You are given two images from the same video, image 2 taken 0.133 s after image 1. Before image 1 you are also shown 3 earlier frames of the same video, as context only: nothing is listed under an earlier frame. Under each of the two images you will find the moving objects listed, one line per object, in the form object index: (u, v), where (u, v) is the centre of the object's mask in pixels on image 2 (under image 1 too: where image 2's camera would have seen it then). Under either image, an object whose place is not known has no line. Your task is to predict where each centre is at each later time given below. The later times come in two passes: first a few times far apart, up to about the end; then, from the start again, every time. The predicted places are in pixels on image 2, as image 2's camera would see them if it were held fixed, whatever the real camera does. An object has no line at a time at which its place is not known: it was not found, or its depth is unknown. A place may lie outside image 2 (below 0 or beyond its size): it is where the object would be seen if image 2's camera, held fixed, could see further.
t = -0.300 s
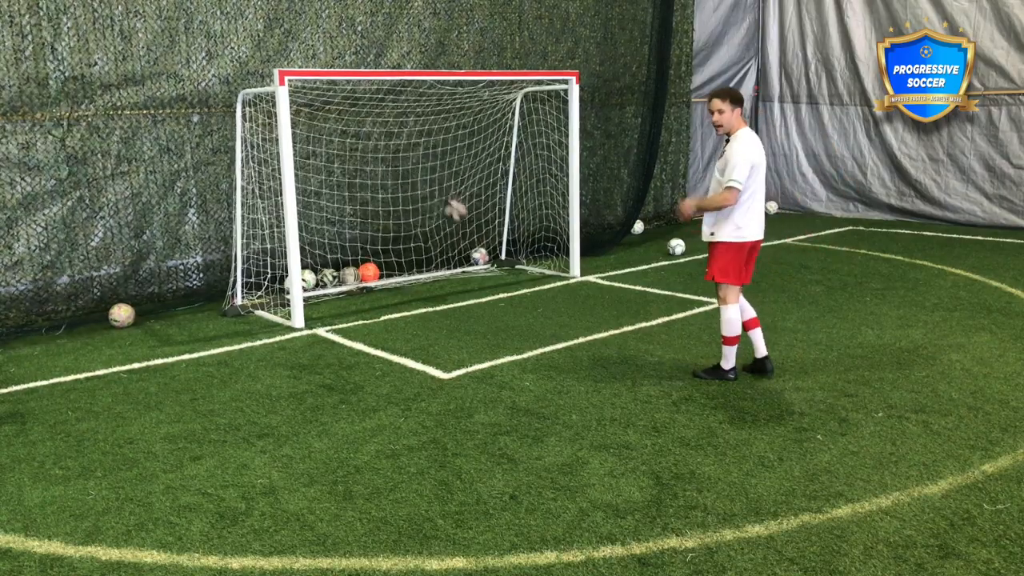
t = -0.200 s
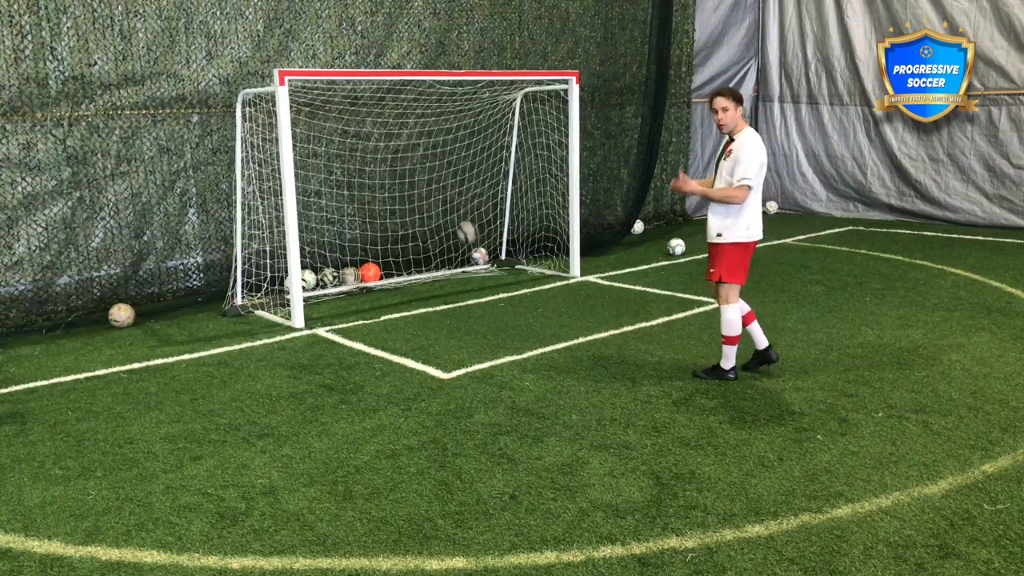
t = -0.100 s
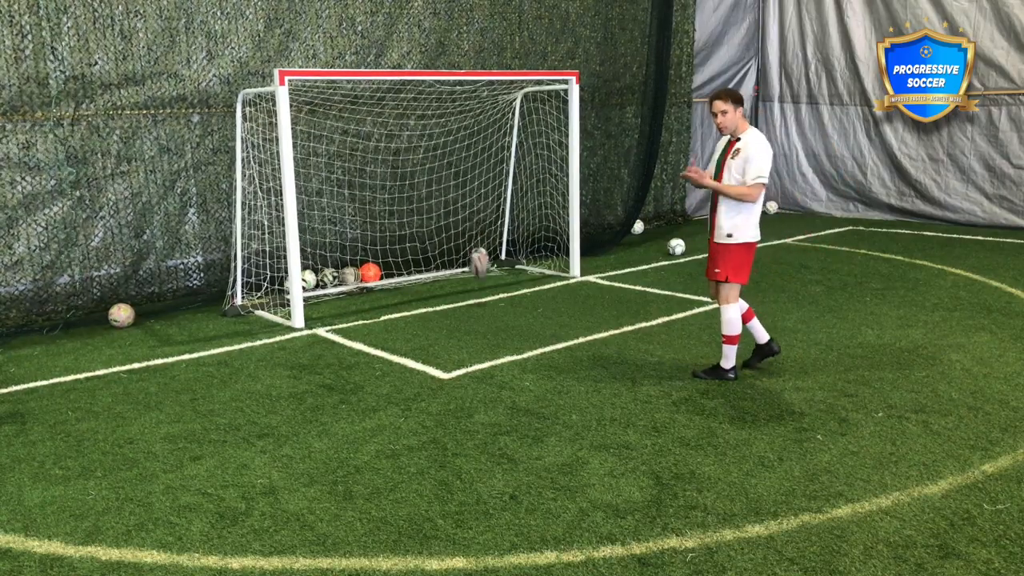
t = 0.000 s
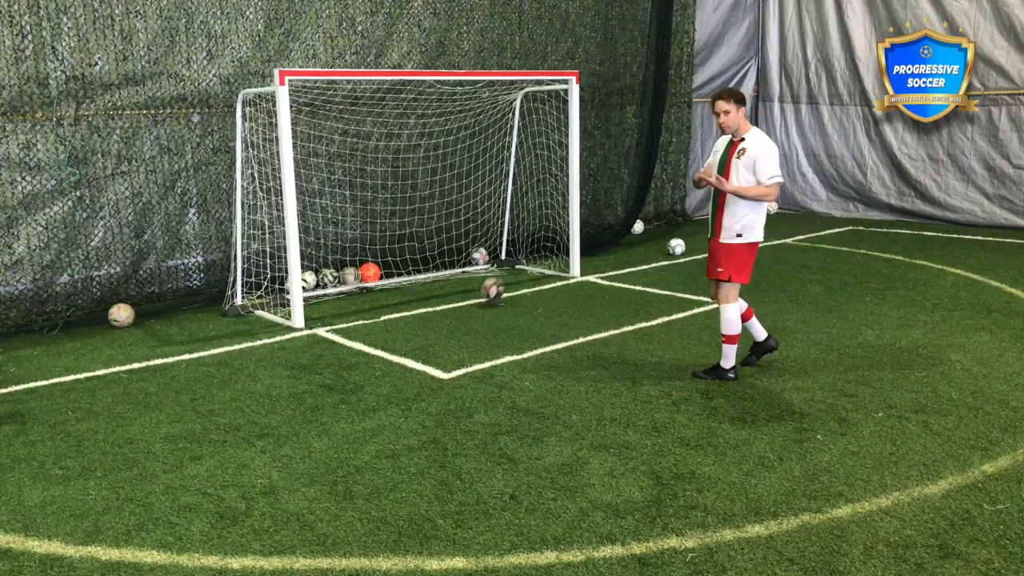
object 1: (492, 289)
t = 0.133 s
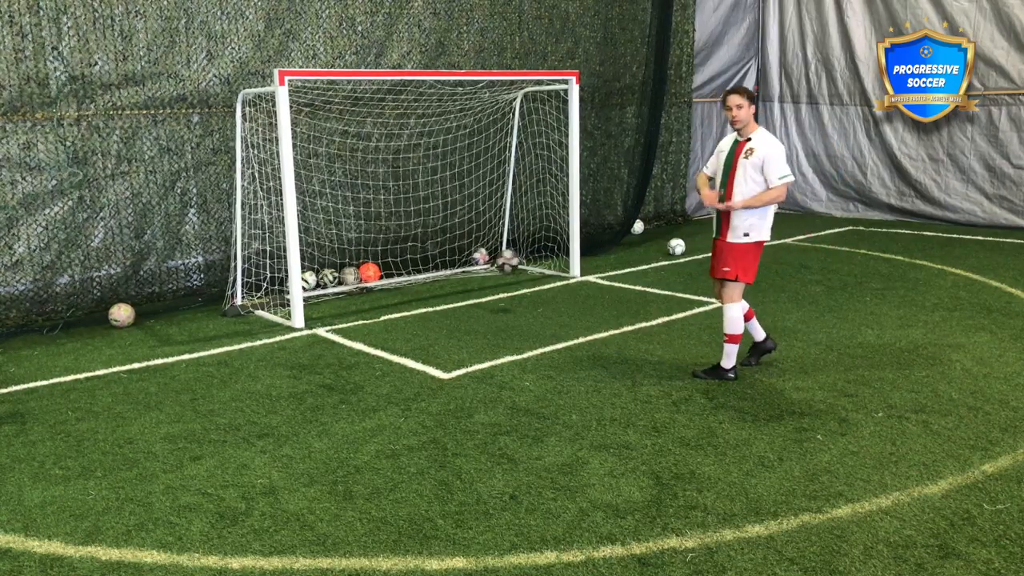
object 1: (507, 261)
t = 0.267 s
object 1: (525, 252)
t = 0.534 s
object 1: (562, 294)
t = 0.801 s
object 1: (600, 284)
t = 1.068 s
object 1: (642, 313)
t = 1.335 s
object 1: (690, 324)
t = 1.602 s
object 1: (740, 330)
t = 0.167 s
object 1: (512, 257)
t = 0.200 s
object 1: (516, 254)
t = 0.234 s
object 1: (520, 252)
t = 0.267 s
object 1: (525, 252)
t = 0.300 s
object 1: (529, 252)
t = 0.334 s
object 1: (533, 255)
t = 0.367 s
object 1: (538, 258)
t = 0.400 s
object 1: (542, 262)
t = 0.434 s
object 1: (546, 268)
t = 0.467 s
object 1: (551, 275)
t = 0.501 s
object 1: (557, 284)
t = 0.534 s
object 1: (562, 294)
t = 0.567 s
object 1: (567, 306)
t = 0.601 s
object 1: (572, 306)
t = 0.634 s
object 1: (576, 298)
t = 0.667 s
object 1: (580, 293)
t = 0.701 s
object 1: (586, 289)
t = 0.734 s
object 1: (590, 285)
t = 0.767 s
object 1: (594, 284)
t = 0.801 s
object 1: (600, 284)
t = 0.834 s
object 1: (604, 284)
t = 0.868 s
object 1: (610, 287)
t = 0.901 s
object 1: (615, 290)
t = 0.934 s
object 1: (621, 295)
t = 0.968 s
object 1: (627, 302)
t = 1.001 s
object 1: (631, 309)
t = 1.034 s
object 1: (636, 317)
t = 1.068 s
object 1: (642, 313)
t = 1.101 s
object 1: (648, 309)
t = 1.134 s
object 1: (653, 307)
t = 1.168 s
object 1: (660, 306)
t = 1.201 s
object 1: (665, 307)
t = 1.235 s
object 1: (670, 309)
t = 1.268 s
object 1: (677, 312)
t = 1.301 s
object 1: (684, 317)
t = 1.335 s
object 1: (690, 324)
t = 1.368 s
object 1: (696, 323)
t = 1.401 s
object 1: (703, 323)
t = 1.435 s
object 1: (708, 322)
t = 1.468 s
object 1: (714, 323)
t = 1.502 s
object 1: (721, 326)
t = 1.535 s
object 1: (728, 330)
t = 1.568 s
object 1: (734, 330)
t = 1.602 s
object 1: (740, 330)
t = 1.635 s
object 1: (747, 331)
